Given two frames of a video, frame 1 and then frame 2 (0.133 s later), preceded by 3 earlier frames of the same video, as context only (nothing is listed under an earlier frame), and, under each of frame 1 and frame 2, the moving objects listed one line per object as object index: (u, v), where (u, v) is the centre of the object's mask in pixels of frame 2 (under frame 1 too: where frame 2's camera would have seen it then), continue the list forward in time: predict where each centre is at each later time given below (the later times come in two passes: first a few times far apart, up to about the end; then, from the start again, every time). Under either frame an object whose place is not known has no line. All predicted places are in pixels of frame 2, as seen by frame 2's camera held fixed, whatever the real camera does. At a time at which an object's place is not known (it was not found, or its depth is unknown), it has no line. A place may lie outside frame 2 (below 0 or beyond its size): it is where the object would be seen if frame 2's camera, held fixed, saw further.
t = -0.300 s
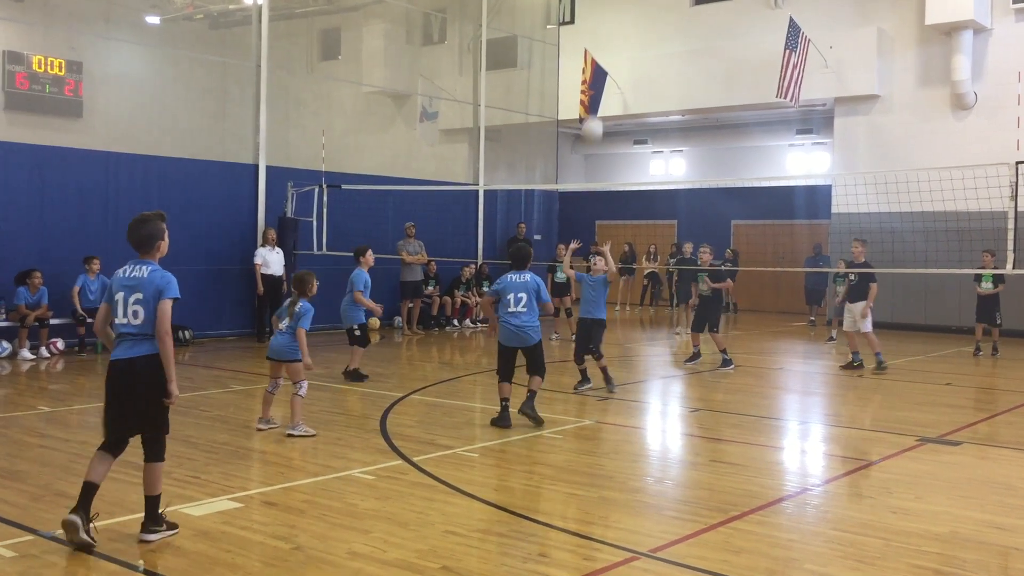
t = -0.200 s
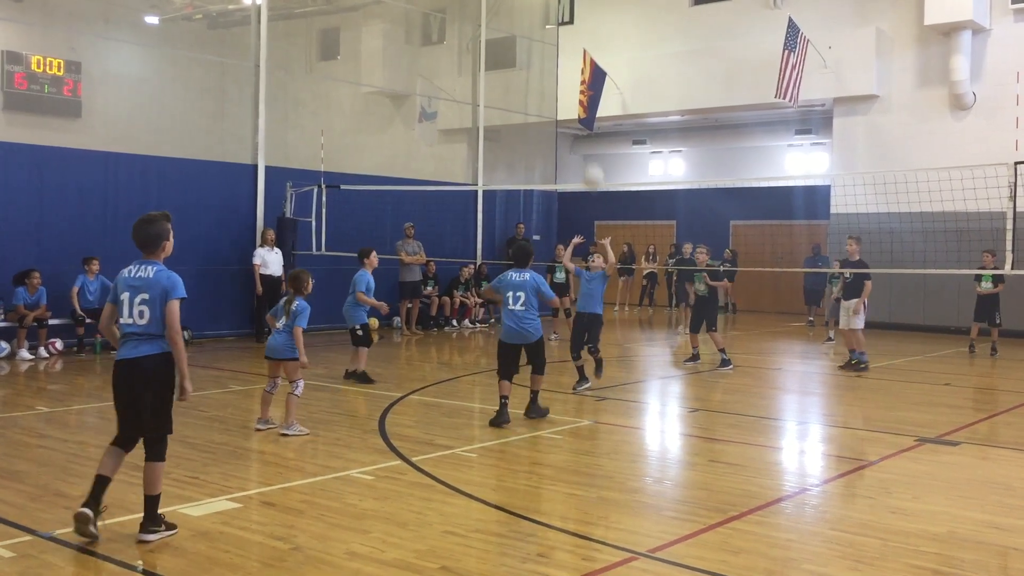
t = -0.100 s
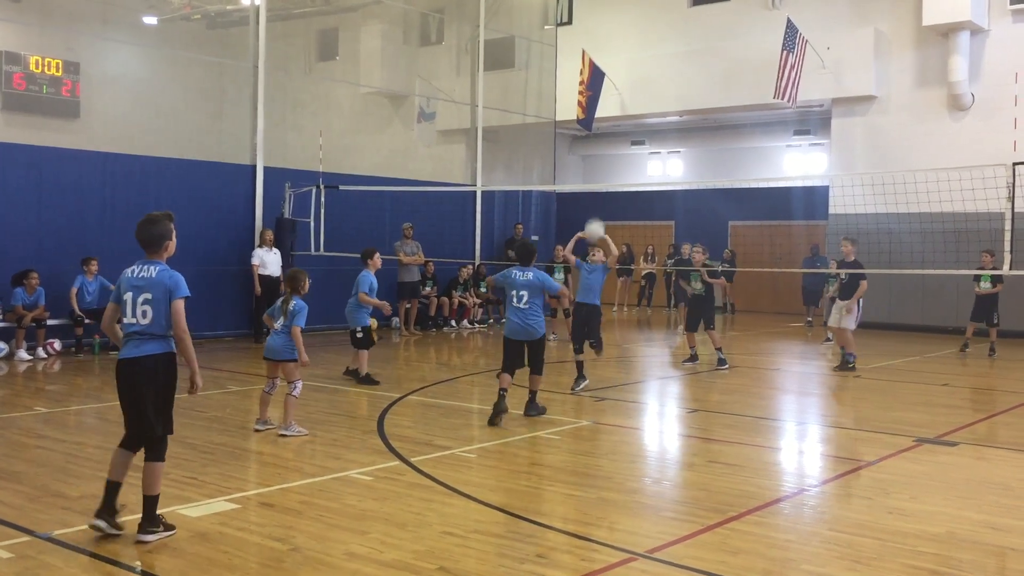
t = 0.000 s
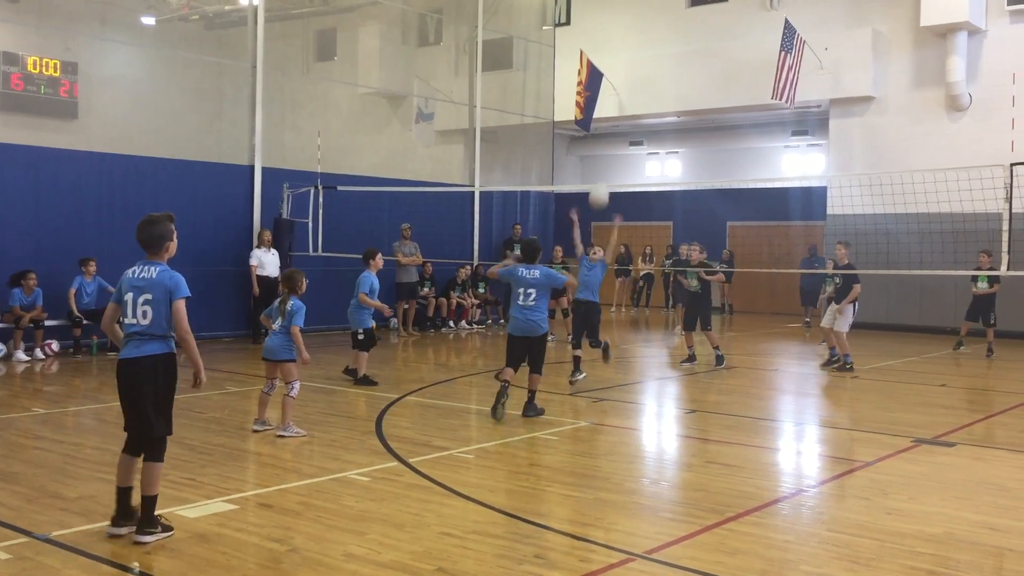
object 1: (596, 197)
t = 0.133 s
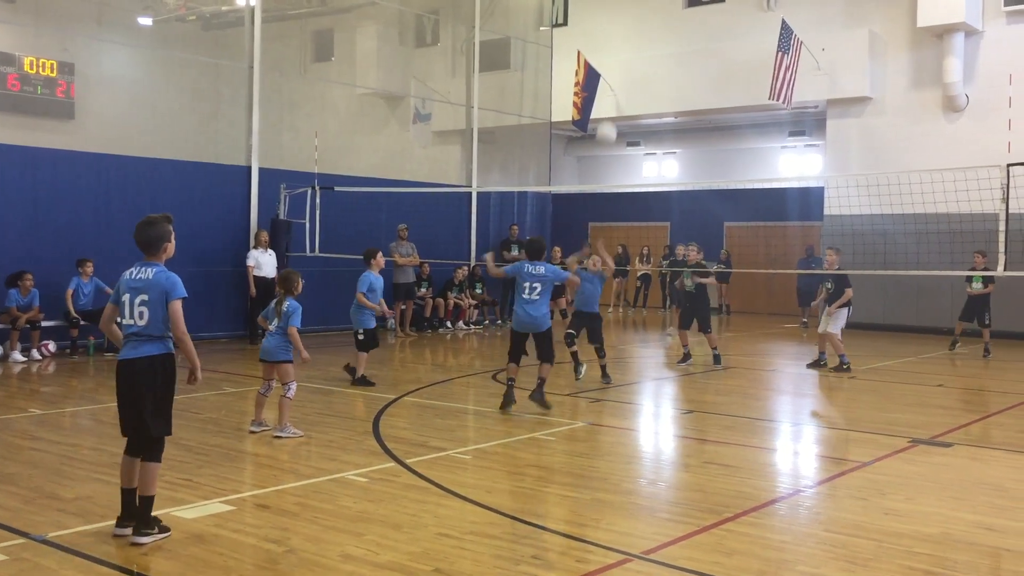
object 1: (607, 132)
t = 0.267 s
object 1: (614, 91)
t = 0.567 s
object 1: (631, 48)
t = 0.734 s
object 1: (640, 63)
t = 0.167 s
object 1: (610, 123)
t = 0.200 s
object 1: (611, 110)
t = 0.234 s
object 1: (613, 101)
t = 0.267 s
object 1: (614, 91)
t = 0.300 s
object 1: (616, 80)
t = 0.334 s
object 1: (619, 73)
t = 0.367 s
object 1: (621, 66)
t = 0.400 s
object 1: (623, 60)
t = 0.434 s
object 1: (624, 55)
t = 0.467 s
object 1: (626, 52)
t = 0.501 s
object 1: (628, 49)
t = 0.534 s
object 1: (629, 48)
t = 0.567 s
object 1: (631, 48)
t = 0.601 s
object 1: (633, 49)
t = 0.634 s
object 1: (635, 51)
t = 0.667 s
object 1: (636, 54)
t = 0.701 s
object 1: (638, 58)
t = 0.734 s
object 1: (640, 63)
